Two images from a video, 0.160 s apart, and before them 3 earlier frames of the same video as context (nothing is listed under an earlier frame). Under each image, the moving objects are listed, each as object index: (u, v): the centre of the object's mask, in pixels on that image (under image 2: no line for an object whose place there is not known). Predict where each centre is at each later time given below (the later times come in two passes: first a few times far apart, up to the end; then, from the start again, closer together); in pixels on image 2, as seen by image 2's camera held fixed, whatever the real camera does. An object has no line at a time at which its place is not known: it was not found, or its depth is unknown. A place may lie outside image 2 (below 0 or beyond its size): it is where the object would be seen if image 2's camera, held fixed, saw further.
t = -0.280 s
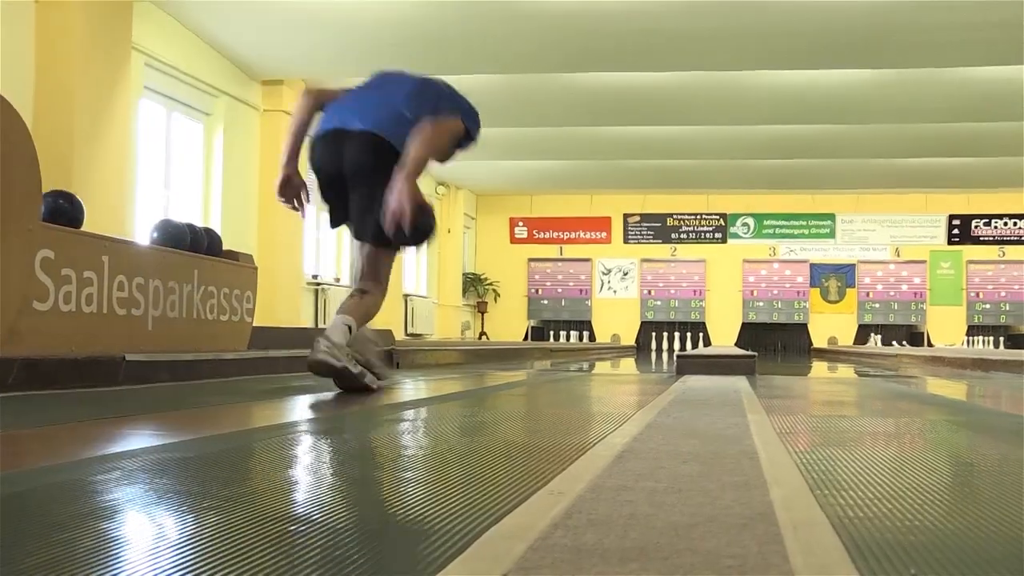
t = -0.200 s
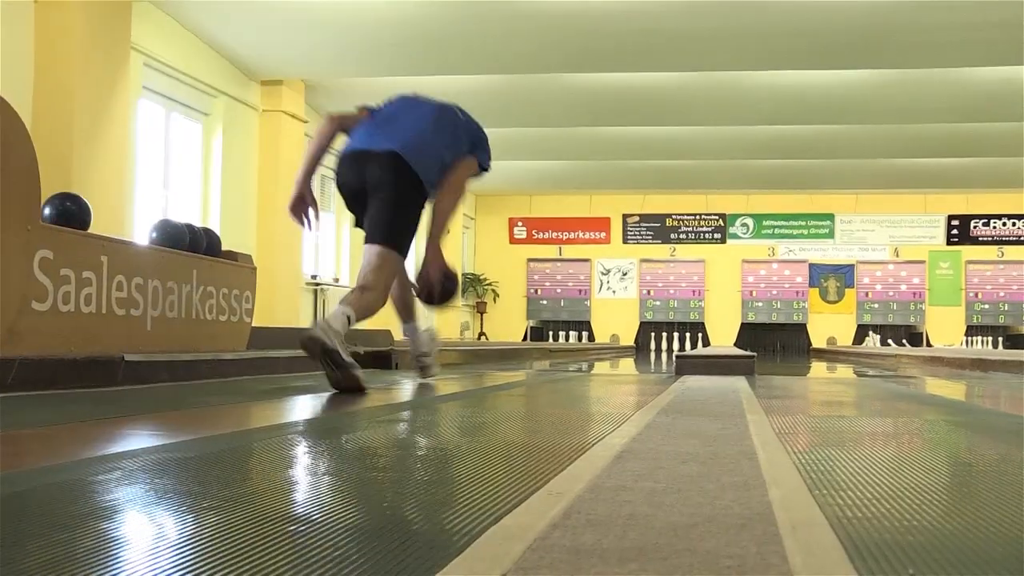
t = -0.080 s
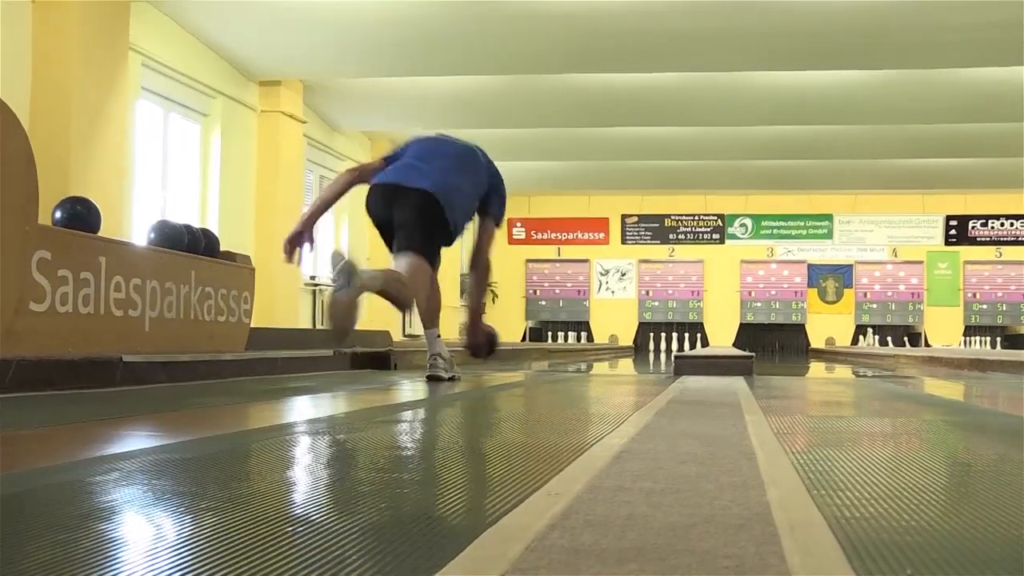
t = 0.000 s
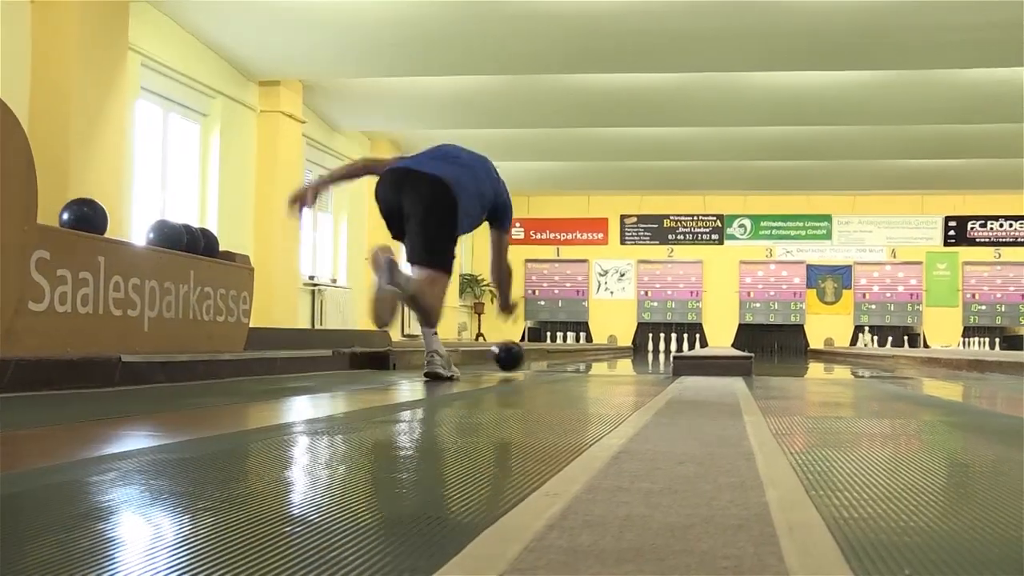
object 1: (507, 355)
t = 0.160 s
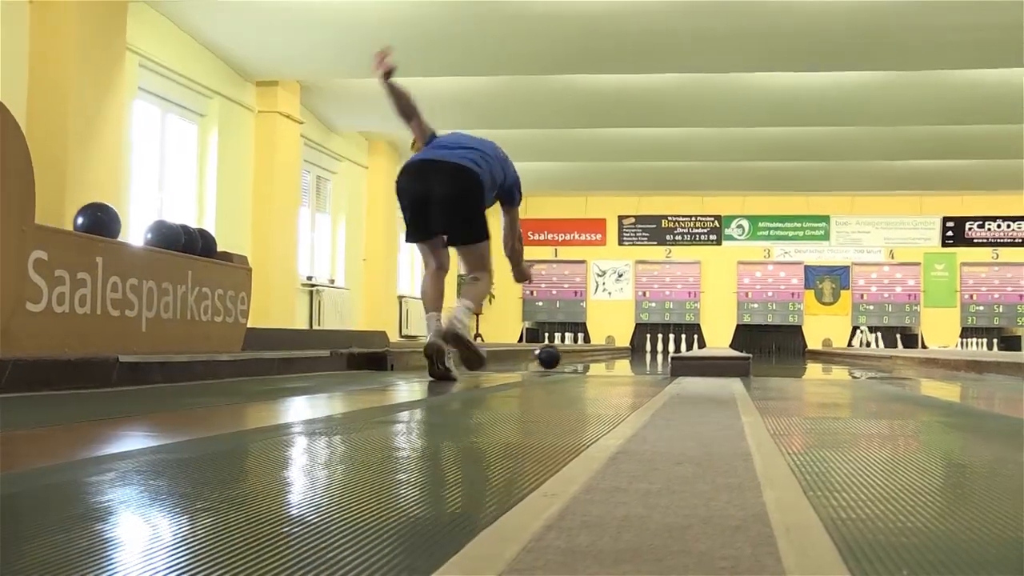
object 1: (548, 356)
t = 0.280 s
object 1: (570, 355)
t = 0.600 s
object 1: (607, 352)
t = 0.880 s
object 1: (627, 352)
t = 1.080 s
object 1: (637, 351)
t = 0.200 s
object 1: (557, 354)
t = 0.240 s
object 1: (564, 353)
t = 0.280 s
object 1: (570, 355)
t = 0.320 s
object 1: (576, 353)
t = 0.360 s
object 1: (582, 353)
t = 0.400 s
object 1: (587, 354)
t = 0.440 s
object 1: (592, 353)
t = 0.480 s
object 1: (596, 351)
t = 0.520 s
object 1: (600, 353)
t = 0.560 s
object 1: (604, 352)
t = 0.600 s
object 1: (607, 352)
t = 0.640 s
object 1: (611, 352)
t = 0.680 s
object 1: (614, 352)
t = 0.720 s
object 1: (617, 352)
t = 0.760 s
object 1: (620, 352)
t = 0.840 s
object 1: (626, 351)
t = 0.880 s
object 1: (627, 352)
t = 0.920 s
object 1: (630, 351)
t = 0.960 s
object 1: (632, 351)
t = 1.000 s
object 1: (634, 351)
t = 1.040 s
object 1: (635, 351)
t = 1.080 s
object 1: (637, 351)
